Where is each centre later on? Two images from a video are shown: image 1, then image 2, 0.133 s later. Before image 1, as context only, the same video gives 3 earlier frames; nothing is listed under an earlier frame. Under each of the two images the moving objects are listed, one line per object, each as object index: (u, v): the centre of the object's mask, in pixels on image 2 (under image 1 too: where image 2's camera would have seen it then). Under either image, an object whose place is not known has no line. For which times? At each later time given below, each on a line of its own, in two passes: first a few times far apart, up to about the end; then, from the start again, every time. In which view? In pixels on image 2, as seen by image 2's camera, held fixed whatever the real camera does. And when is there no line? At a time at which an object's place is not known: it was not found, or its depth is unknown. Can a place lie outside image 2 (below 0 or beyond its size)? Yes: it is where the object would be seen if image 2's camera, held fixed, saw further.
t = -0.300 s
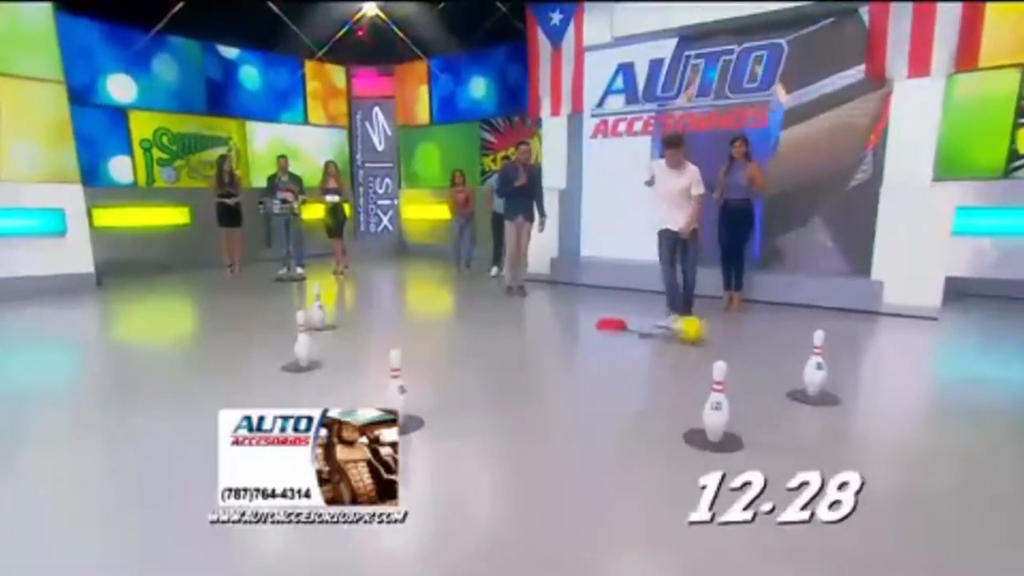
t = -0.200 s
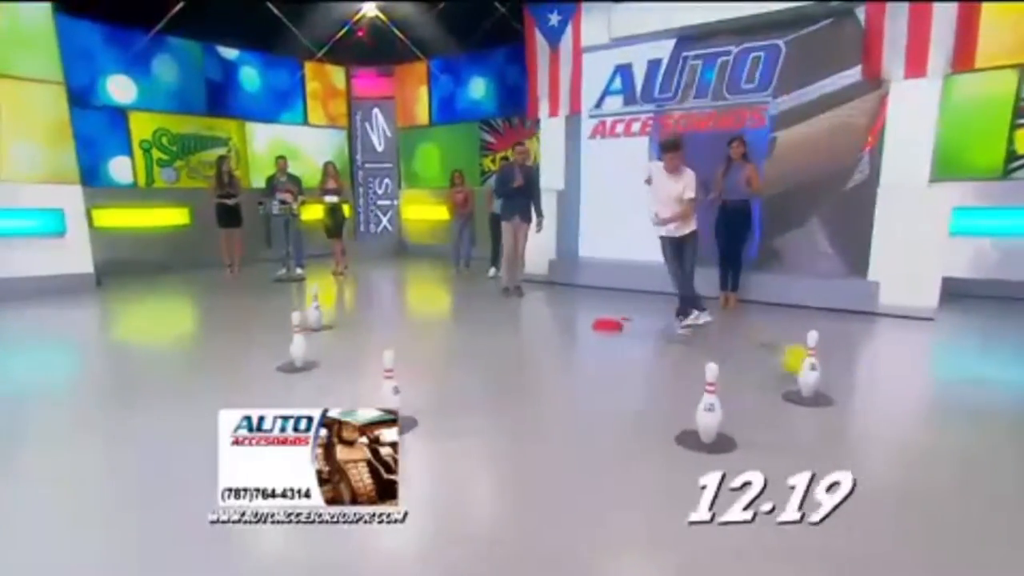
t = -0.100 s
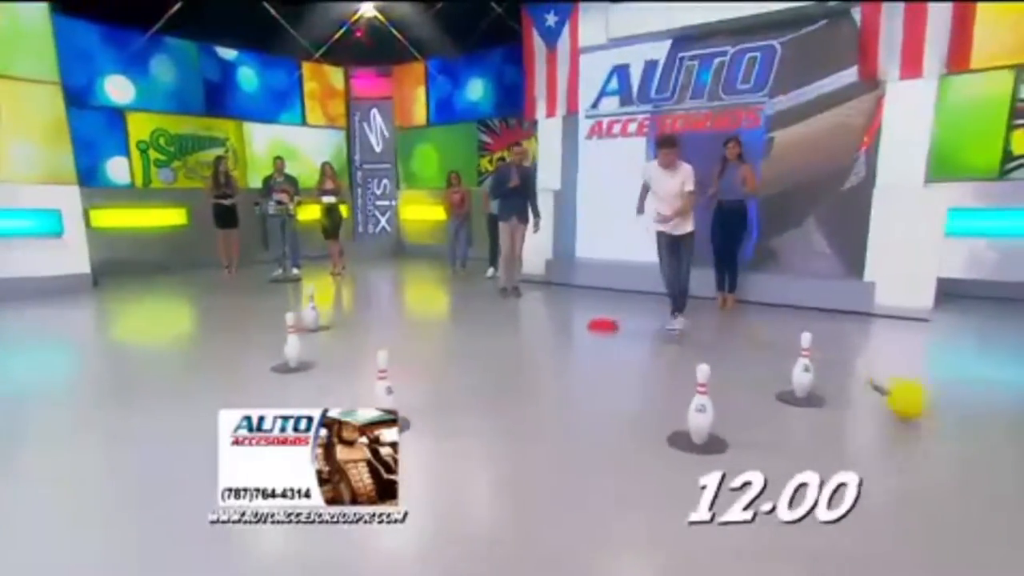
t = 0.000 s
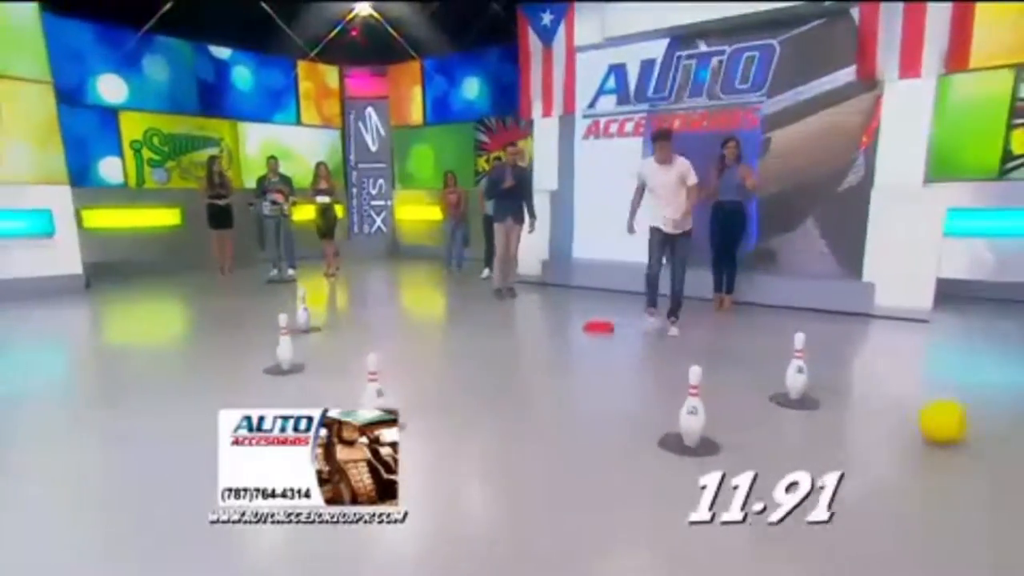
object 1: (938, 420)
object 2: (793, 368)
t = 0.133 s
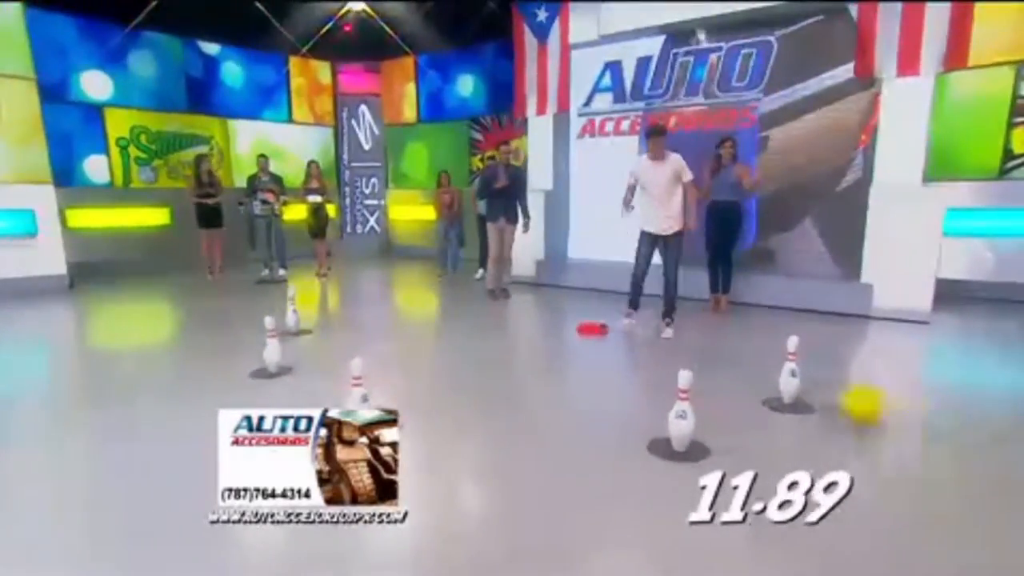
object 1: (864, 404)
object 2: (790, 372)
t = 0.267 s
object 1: (831, 392)
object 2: (763, 372)
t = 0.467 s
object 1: (790, 378)
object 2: (703, 376)
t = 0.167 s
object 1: (829, 396)
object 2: (789, 373)
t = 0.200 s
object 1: (817, 389)
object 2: (785, 373)
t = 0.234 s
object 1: (826, 389)
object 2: (773, 372)
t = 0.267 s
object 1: (831, 392)
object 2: (763, 372)
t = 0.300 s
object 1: (832, 393)
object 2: (752, 374)
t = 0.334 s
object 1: (830, 389)
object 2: (741, 378)
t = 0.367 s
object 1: (824, 383)
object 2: (732, 383)
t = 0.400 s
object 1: (814, 380)
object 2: (723, 385)
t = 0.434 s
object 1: (803, 379)
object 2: (715, 380)
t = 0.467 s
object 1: (790, 378)
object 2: (703, 376)
